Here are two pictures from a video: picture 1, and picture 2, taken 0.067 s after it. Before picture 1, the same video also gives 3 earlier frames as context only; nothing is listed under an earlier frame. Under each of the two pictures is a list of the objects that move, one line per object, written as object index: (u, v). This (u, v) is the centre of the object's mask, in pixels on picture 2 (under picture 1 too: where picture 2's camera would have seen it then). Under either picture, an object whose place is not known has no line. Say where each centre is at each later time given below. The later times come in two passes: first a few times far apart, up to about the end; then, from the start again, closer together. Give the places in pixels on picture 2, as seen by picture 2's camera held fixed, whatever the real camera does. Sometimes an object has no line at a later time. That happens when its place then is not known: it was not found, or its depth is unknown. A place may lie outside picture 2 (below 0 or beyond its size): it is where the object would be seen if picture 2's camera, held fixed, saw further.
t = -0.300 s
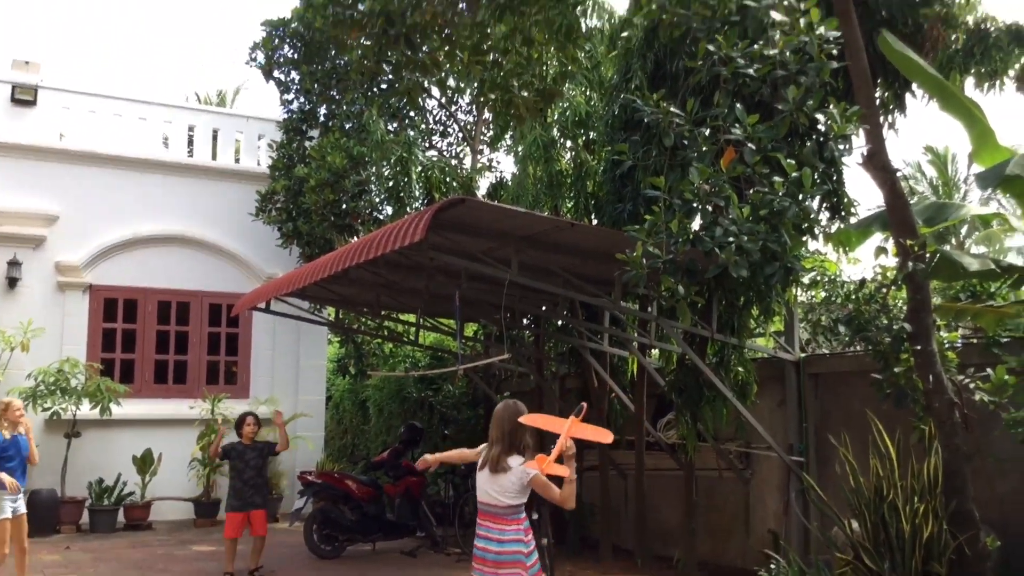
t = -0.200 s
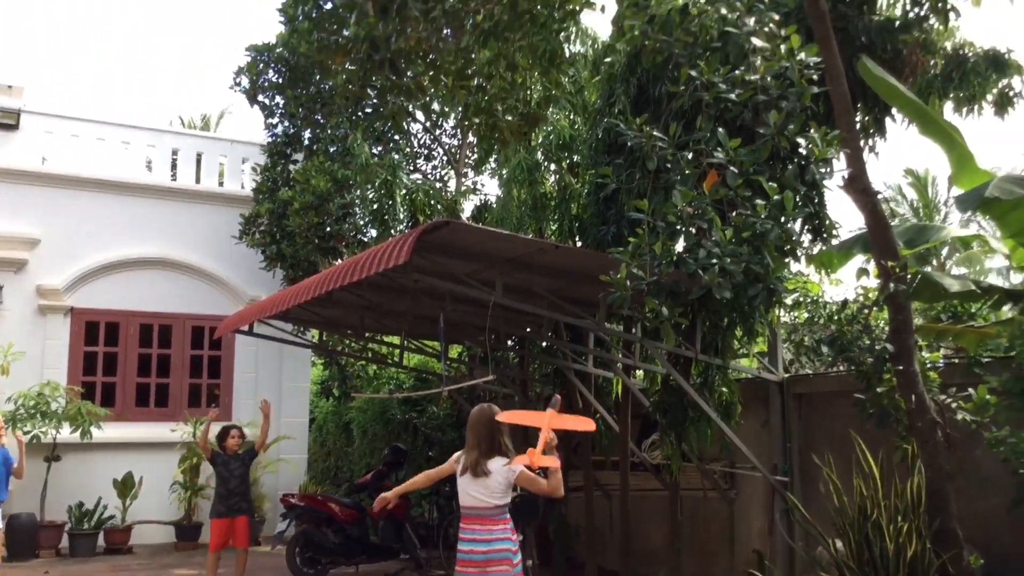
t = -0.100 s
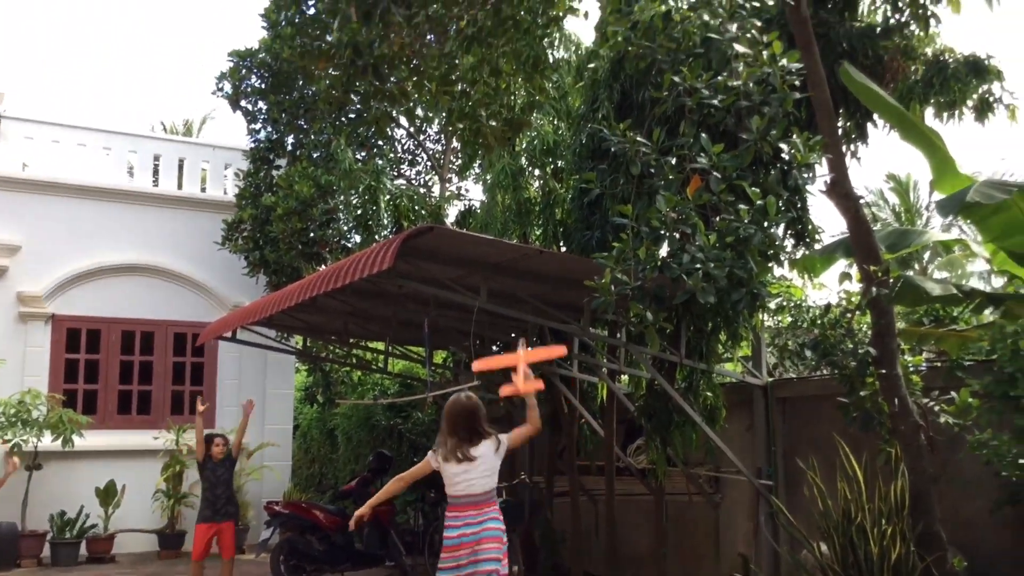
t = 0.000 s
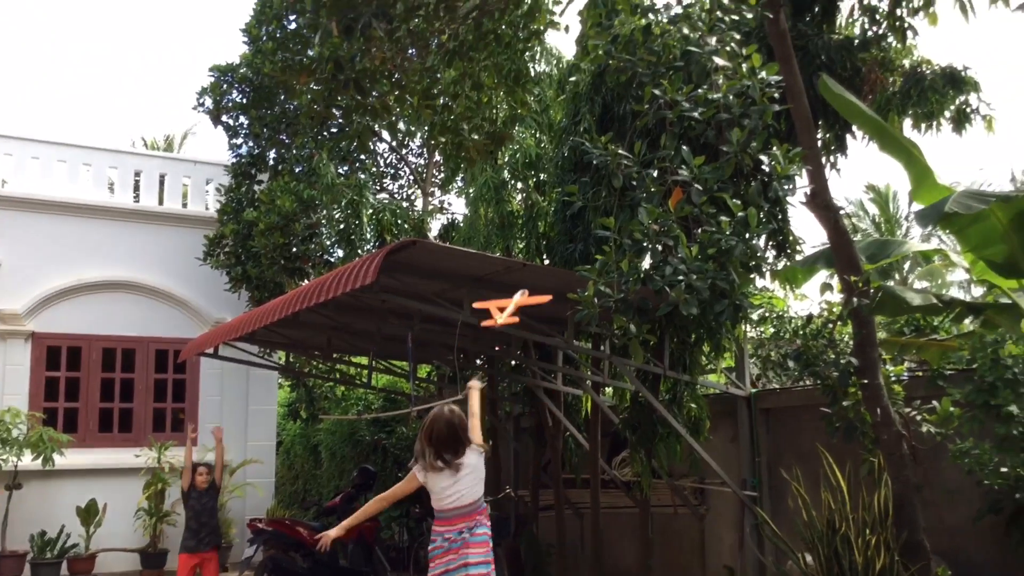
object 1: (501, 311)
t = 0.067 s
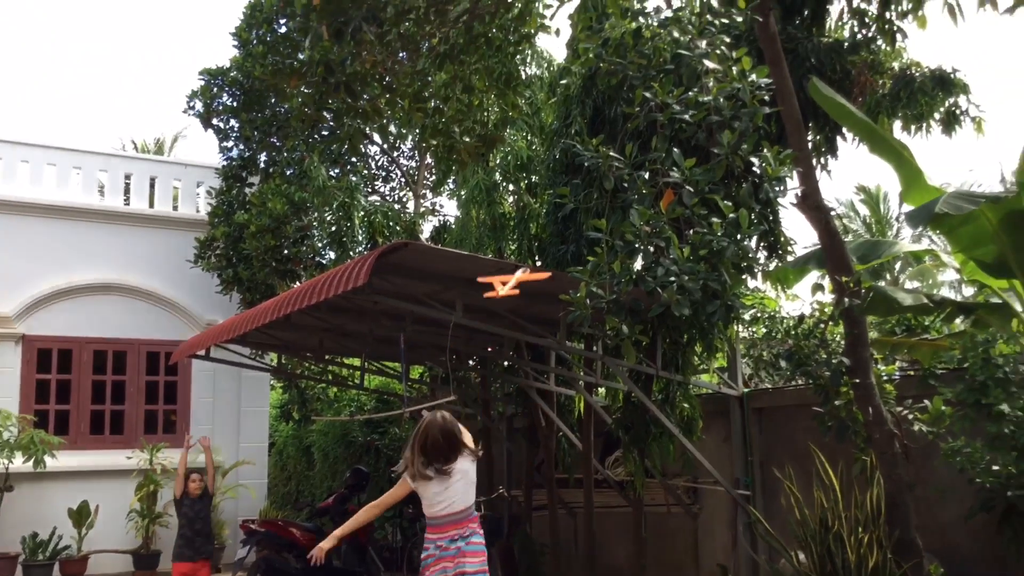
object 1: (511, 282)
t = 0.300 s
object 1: (542, 233)
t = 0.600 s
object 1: (549, 198)
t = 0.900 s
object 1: (540, 214)
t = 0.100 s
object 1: (516, 273)
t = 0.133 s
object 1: (522, 264)
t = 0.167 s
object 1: (526, 257)
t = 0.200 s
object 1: (531, 251)
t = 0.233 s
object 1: (535, 245)
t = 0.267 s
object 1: (539, 238)
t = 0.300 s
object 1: (542, 233)
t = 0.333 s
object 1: (545, 228)
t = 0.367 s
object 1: (548, 223)
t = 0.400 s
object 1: (546, 220)
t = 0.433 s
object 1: (551, 213)
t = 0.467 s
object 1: (552, 209)
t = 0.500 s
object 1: (551, 206)
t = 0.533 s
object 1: (548, 204)
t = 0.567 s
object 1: (549, 202)
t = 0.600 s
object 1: (549, 198)
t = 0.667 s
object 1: (550, 194)
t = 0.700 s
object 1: (549, 193)
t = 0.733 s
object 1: (548, 194)
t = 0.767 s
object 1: (547, 196)
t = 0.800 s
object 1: (545, 199)
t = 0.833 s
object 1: (544, 203)
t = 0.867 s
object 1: (541, 209)
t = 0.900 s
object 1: (540, 214)
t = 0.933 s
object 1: (539, 219)
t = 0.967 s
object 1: (537, 226)
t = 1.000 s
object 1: (535, 234)
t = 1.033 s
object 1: (533, 243)
